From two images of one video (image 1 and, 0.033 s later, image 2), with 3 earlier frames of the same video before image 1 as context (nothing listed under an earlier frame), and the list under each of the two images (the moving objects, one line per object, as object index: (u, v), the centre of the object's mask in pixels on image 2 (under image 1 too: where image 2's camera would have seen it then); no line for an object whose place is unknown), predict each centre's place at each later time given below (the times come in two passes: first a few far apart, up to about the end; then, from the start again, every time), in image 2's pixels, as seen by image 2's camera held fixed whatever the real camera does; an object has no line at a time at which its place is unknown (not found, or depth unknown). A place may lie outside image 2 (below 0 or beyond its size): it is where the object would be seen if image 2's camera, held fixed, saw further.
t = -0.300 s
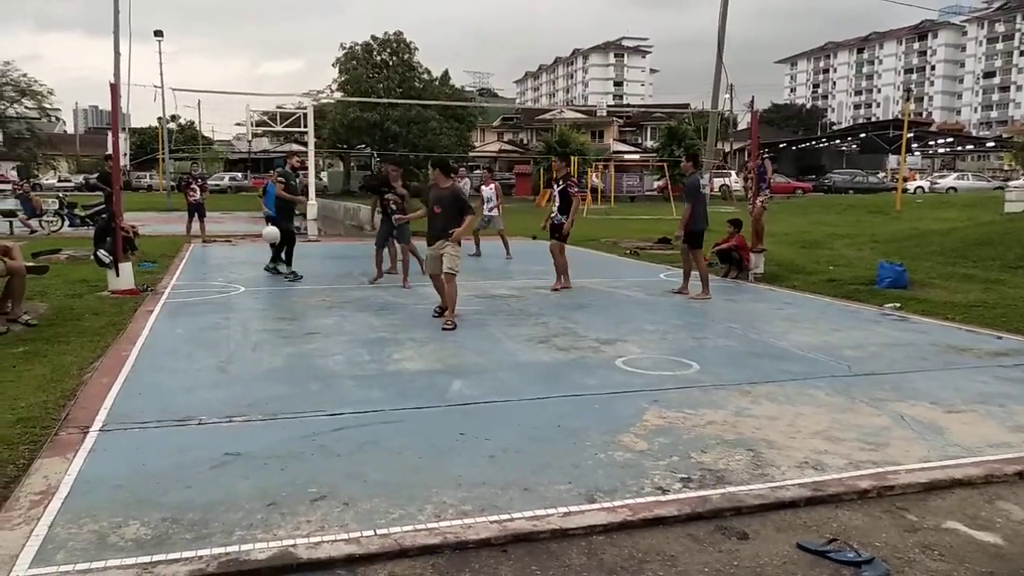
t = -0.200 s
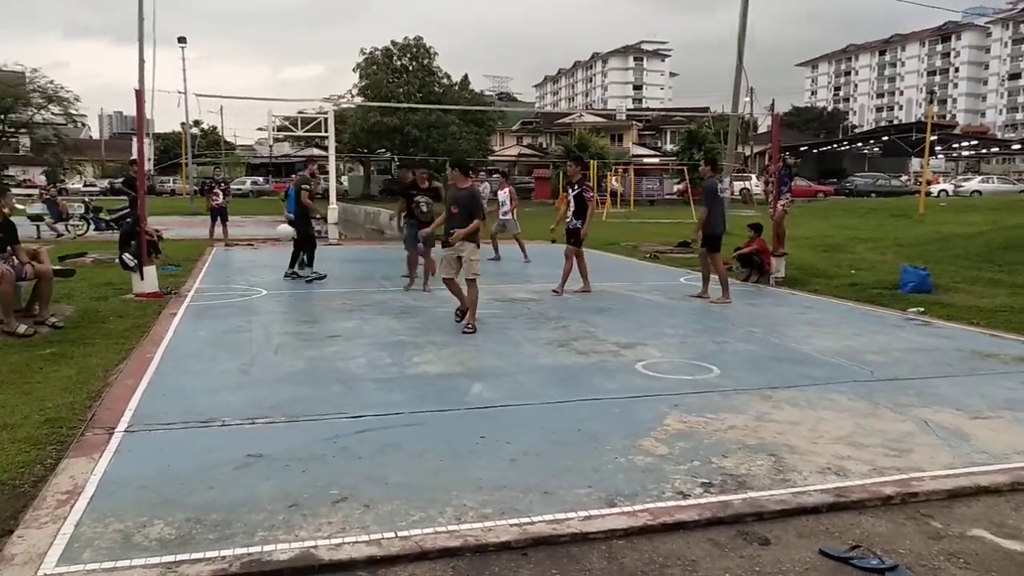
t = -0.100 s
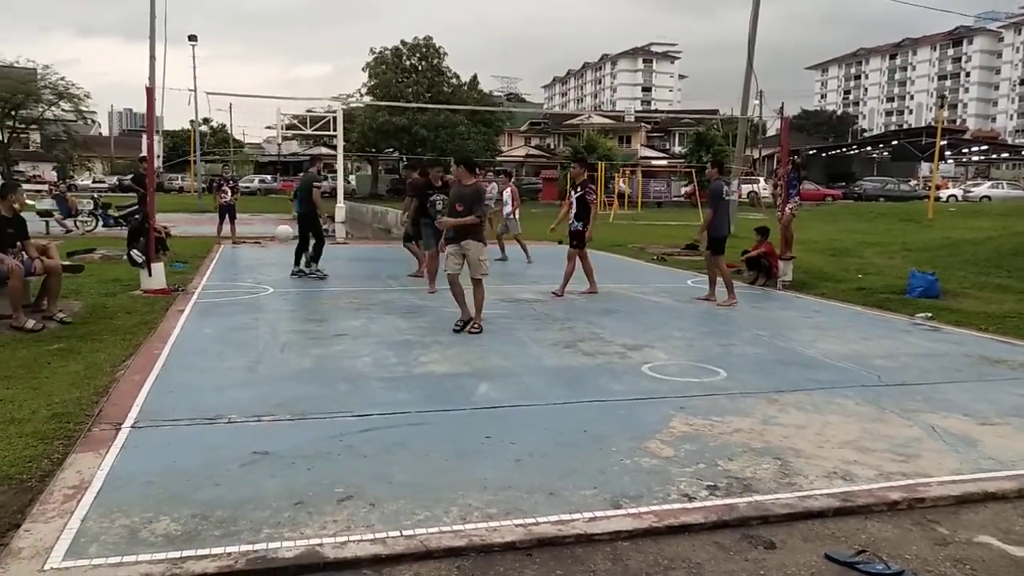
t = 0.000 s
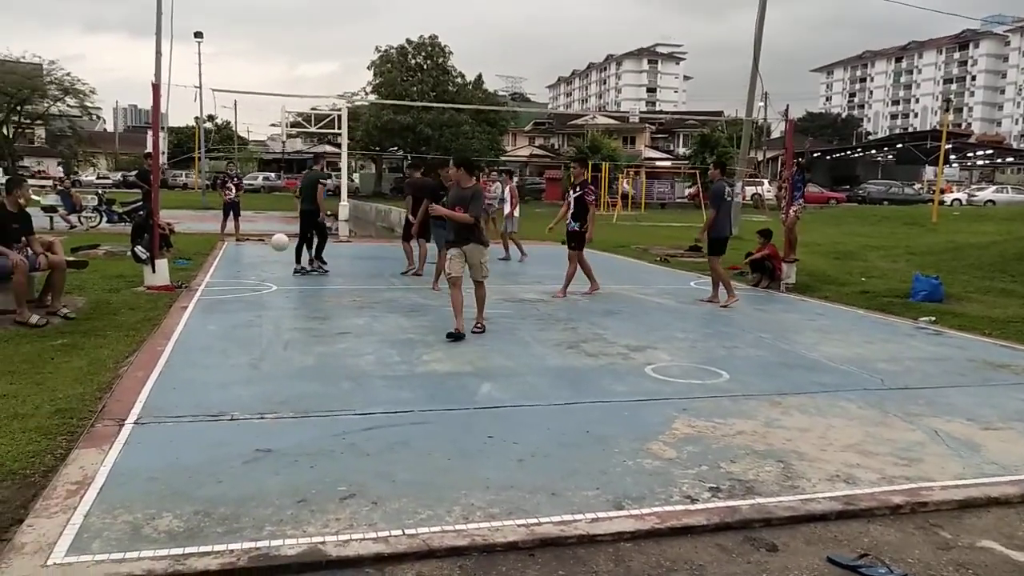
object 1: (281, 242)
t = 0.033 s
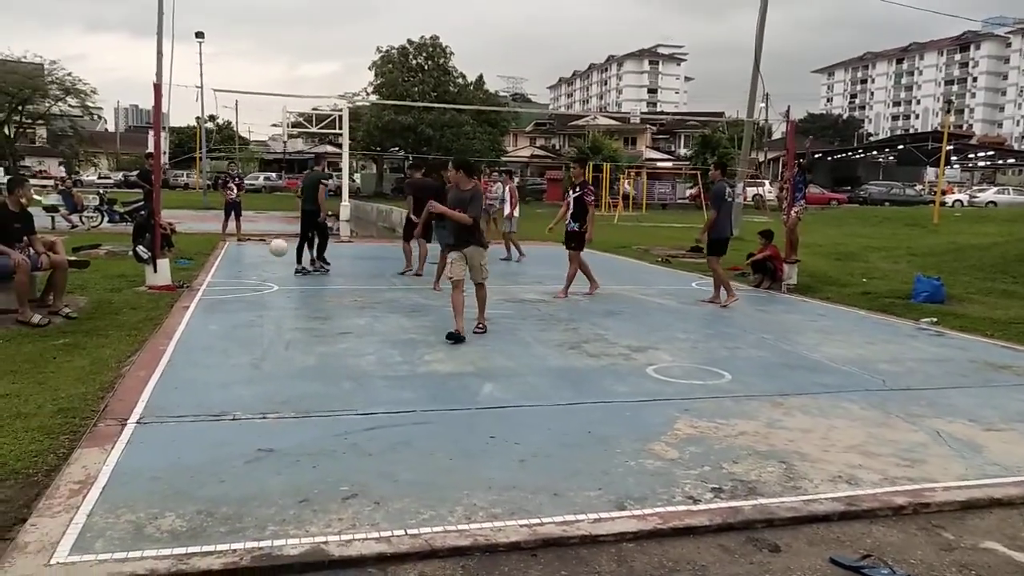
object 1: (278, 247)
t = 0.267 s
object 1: (259, 276)
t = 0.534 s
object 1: (238, 248)
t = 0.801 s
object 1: (210, 286)
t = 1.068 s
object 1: (186, 275)
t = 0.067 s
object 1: (275, 254)
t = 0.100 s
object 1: (273, 262)
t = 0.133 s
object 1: (270, 270)
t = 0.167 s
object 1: (267, 280)
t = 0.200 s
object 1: (264, 290)
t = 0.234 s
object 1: (261, 283)
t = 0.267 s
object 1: (259, 276)
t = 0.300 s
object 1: (256, 269)
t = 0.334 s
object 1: (254, 264)
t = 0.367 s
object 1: (251, 259)
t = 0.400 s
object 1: (249, 255)
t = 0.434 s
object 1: (246, 252)
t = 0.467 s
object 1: (244, 250)
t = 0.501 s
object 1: (241, 249)
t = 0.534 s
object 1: (238, 248)
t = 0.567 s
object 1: (236, 249)
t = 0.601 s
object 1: (232, 251)
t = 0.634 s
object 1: (229, 254)
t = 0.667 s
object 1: (225, 258)
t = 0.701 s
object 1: (222, 263)
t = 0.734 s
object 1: (218, 270)
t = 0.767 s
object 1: (214, 278)
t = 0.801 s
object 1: (210, 286)
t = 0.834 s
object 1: (206, 296)
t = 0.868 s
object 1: (202, 305)
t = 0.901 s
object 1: (200, 297)
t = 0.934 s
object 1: (196, 291)
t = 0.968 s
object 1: (194, 285)
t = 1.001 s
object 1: (192, 280)
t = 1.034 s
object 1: (190, 277)
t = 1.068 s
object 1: (186, 275)
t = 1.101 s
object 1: (183, 274)
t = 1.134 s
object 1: (178, 274)
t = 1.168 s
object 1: (175, 275)
